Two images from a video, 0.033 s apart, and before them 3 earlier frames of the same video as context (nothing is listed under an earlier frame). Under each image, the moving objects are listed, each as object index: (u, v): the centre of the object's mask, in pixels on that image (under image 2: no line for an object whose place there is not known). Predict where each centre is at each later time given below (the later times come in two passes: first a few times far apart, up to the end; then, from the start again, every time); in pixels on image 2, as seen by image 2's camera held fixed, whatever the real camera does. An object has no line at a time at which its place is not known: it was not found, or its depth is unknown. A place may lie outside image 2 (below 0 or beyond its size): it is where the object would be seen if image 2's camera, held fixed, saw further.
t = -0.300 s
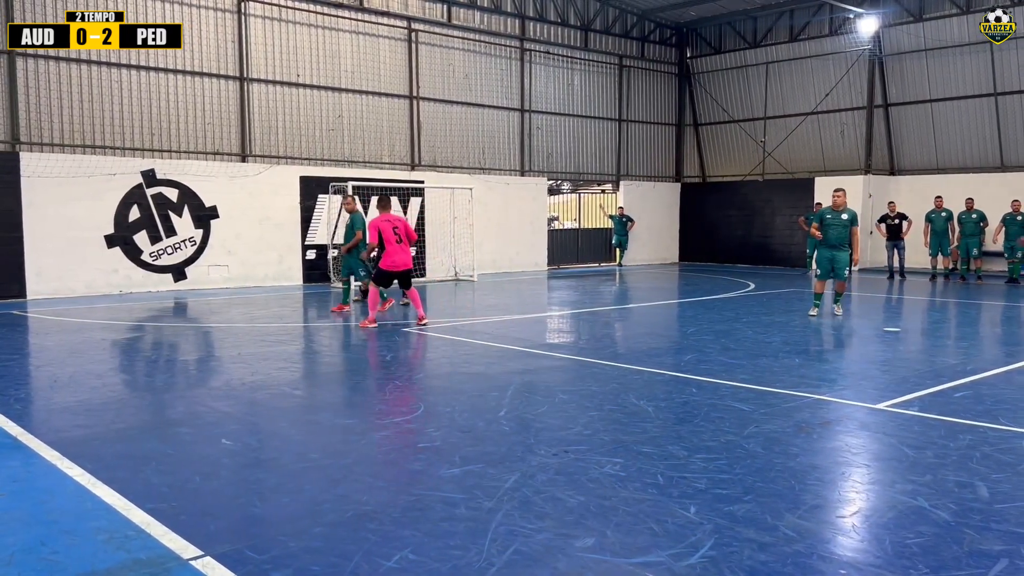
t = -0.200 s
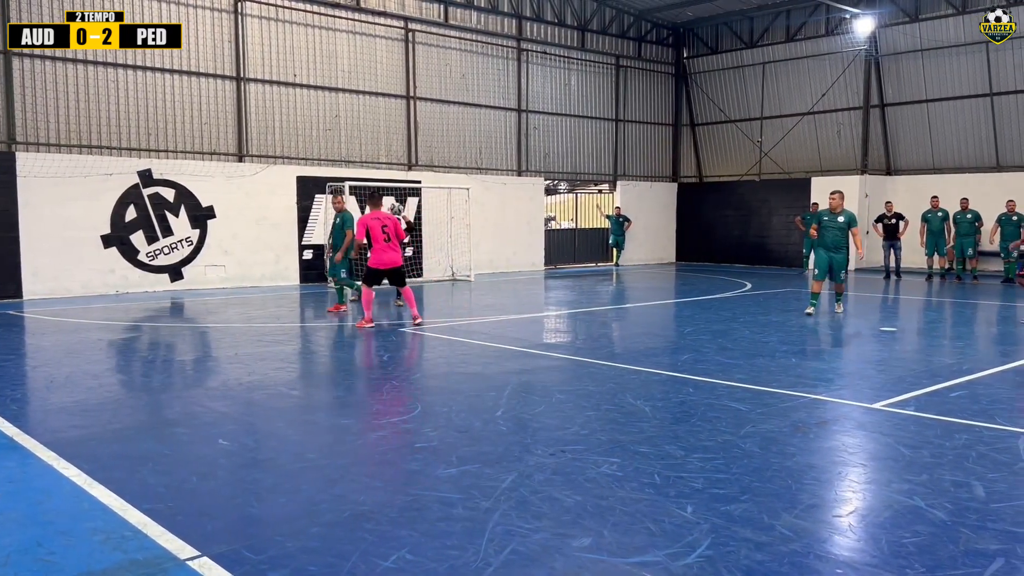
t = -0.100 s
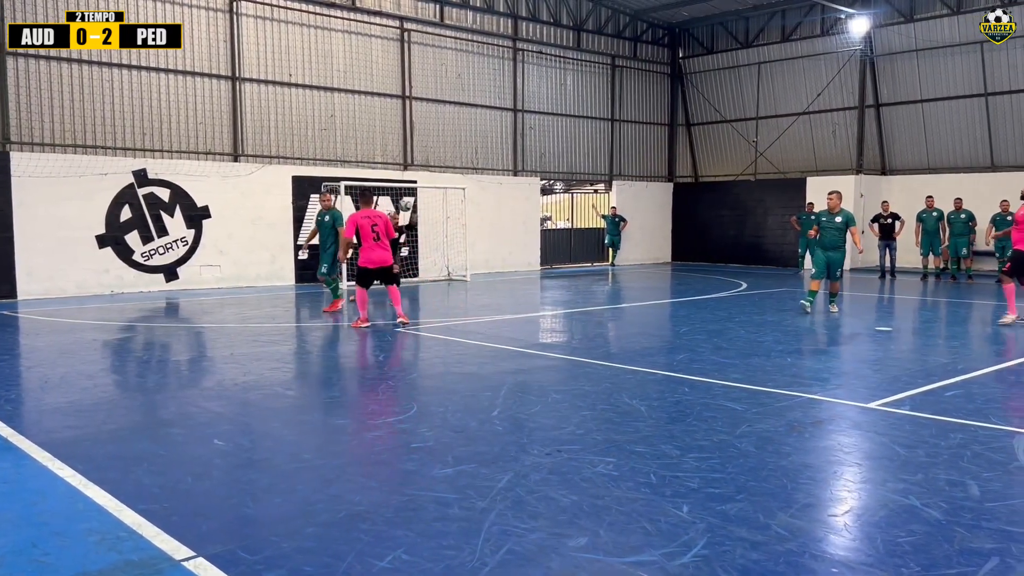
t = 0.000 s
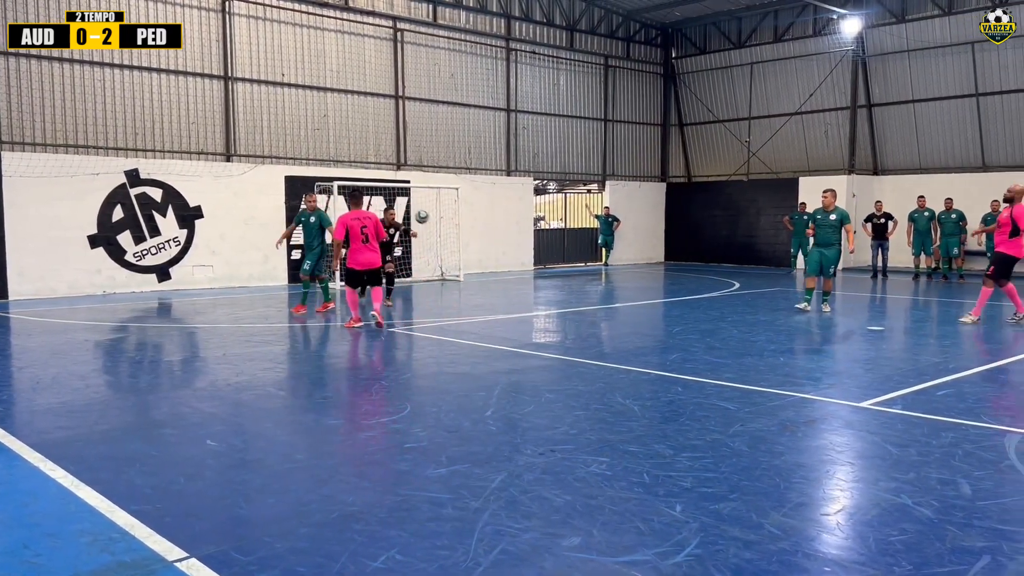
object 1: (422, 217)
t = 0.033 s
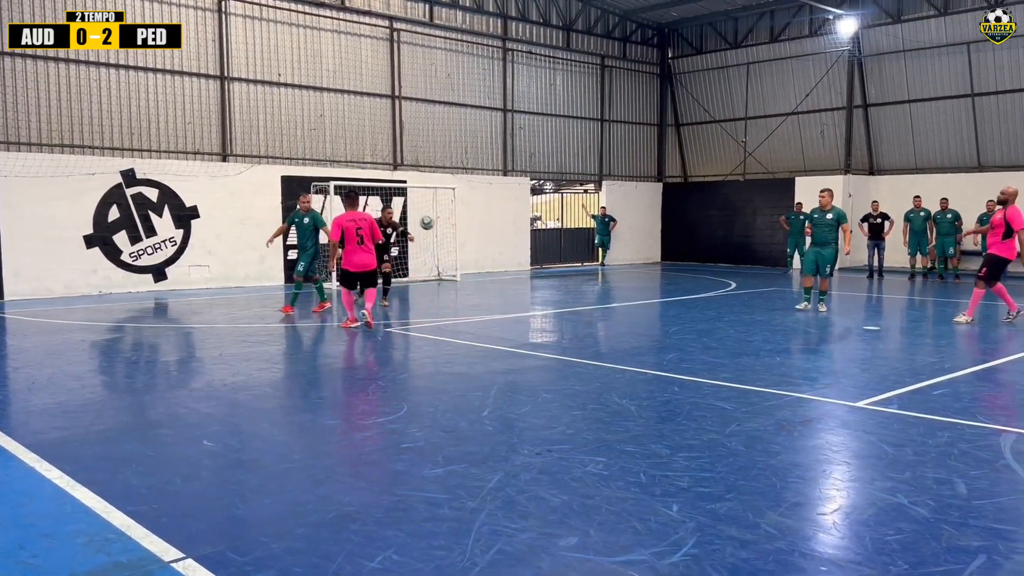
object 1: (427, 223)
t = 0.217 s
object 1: (485, 281)
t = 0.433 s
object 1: (563, 332)
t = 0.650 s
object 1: (649, 327)
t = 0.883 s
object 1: (798, 414)
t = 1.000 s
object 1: (906, 479)
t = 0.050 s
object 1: (431, 226)
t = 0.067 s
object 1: (436, 230)
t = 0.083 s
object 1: (441, 234)
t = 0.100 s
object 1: (446, 239)
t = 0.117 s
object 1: (451, 244)
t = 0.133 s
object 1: (456, 248)
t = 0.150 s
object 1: (462, 254)
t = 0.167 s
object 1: (467, 260)
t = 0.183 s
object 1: (473, 267)
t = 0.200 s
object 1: (479, 274)
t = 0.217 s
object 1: (485, 281)
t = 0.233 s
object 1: (491, 289)
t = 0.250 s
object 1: (497, 297)
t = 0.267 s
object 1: (504, 306)
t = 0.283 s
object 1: (511, 316)
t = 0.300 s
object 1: (518, 327)
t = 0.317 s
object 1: (525, 337)
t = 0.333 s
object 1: (532, 348)
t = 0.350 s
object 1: (537, 347)
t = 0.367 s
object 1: (541, 344)
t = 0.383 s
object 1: (547, 341)
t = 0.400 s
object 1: (552, 338)
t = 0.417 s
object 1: (558, 336)
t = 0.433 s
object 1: (563, 332)
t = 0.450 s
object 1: (568, 329)
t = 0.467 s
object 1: (573, 327)
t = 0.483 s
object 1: (580, 326)
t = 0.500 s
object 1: (586, 324)
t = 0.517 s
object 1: (591, 324)
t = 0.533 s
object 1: (598, 323)
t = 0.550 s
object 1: (605, 322)
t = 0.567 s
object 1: (612, 322)
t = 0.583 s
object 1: (618, 322)
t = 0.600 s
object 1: (626, 322)
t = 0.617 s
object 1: (634, 323)
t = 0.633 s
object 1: (641, 325)
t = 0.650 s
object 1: (649, 327)
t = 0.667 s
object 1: (657, 329)
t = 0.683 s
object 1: (665, 331)
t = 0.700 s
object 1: (674, 334)
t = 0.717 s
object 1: (684, 338)
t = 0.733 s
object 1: (694, 343)
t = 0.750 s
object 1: (704, 348)
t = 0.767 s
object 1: (714, 354)
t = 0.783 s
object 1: (724, 360)
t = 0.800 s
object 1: (735, 366)
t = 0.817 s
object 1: (746, 373)
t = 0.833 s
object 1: (759, 381)
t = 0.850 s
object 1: (772, 391)
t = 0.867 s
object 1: (785, 402)
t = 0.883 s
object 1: (798, 414)
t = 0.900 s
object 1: (812, 427)
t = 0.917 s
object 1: (826, 440)
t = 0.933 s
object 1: (842, 454)
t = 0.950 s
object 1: (858, 469)
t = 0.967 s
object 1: (875, 480)
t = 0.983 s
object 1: (891, 479)
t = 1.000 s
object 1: (906, 479)
